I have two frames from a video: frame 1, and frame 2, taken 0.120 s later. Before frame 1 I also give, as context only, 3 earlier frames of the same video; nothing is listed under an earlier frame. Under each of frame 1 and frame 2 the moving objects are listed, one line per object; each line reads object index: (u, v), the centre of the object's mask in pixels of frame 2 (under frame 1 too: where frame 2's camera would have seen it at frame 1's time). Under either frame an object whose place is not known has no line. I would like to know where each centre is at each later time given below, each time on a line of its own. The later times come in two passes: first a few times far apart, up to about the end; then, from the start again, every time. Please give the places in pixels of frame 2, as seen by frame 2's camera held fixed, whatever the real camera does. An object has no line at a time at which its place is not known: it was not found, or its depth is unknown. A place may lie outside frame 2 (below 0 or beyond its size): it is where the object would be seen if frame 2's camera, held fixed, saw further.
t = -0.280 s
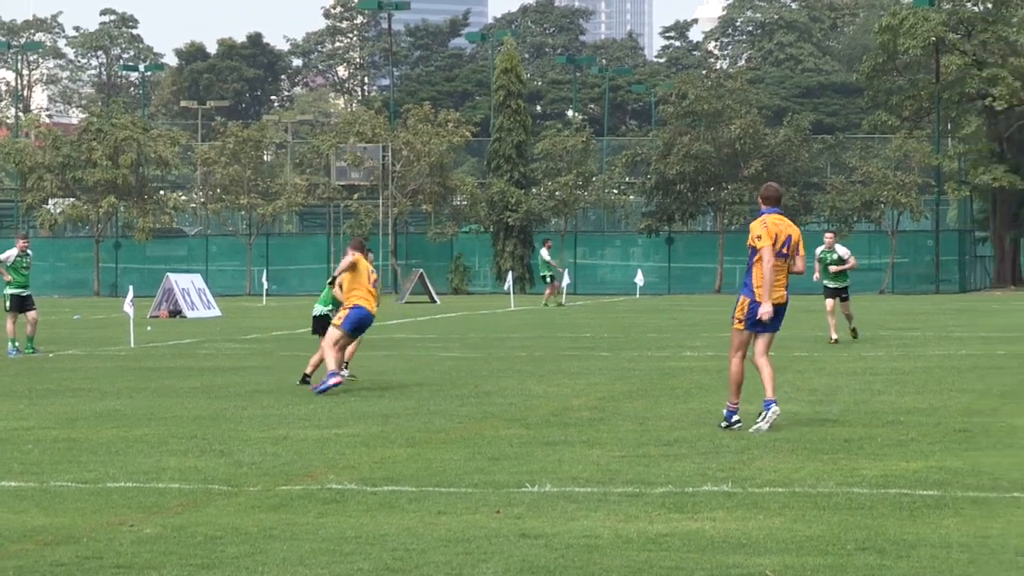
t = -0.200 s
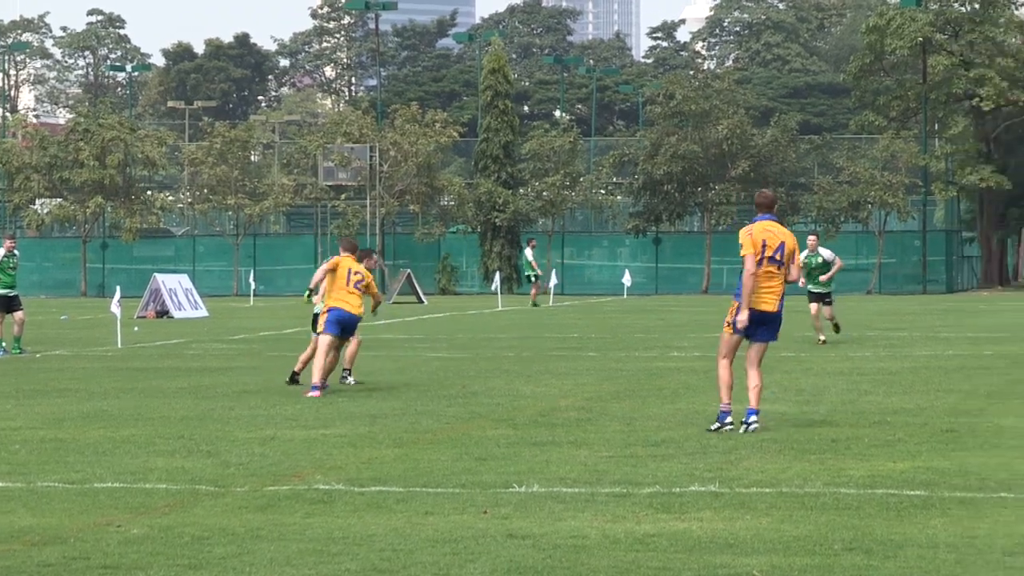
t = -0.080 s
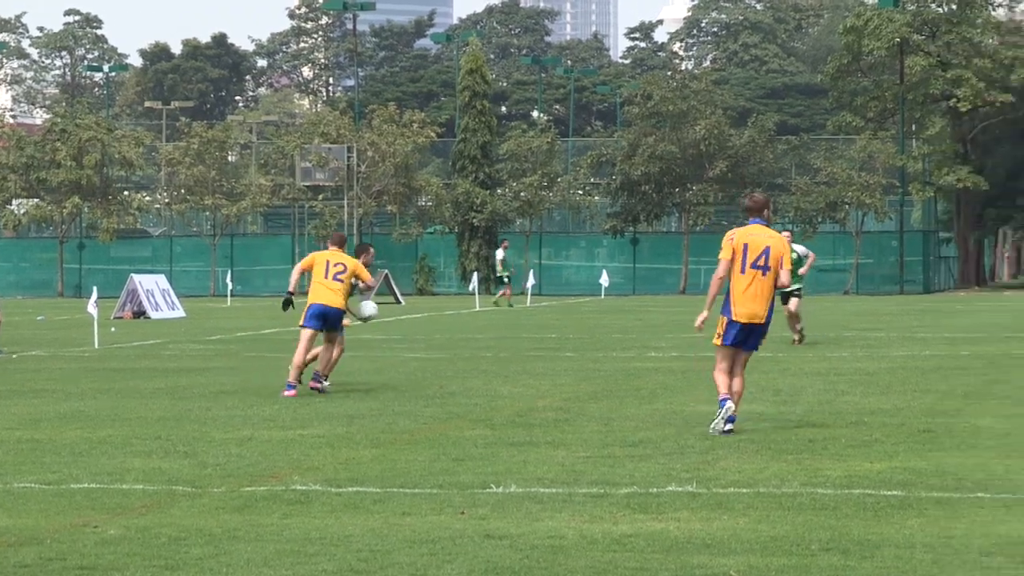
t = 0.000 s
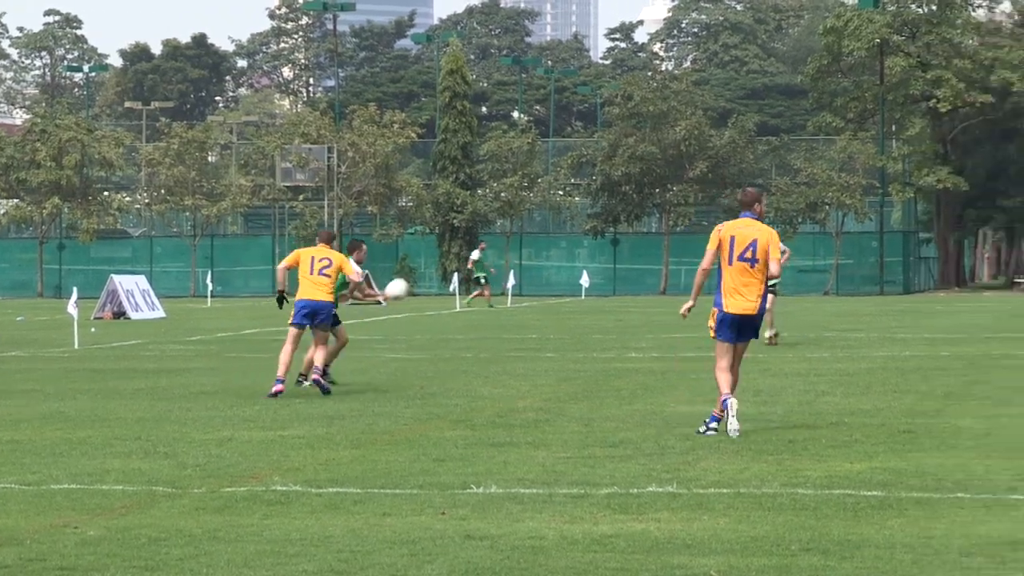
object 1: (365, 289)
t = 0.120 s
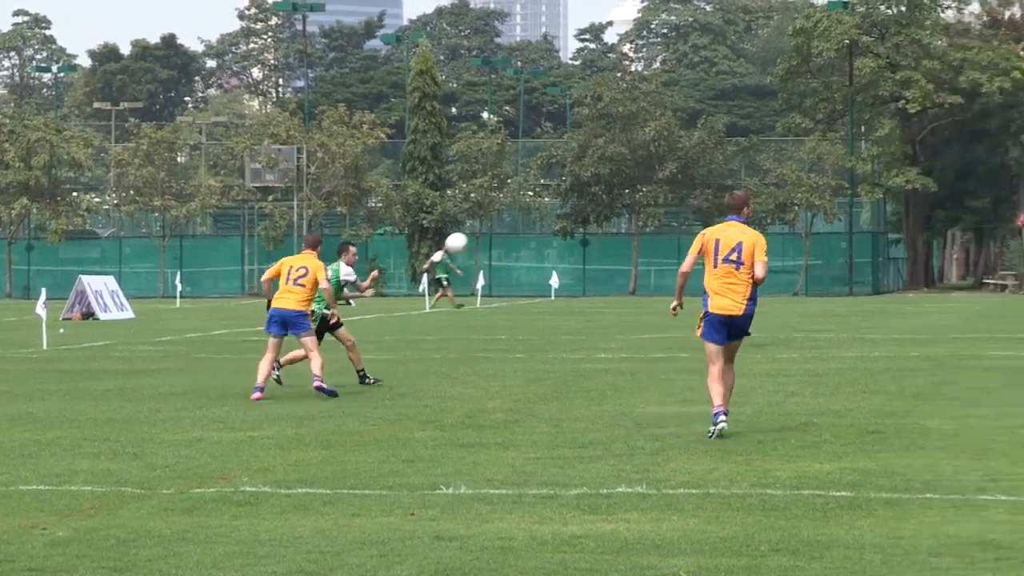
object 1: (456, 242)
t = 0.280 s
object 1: (571, 201)
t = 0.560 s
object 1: (763, 180)
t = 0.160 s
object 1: (485, 230)
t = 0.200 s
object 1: (514, 219)
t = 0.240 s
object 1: (543, 208)
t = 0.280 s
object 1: (571, 201)
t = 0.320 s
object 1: (600, 194)
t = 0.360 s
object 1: (627, 188)
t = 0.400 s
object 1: (655, 184)
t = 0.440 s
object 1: (682, 181)
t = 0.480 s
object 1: (709, 180)
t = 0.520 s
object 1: (736, 180)
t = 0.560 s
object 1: (763, 180)
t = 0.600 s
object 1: (790, 183)
